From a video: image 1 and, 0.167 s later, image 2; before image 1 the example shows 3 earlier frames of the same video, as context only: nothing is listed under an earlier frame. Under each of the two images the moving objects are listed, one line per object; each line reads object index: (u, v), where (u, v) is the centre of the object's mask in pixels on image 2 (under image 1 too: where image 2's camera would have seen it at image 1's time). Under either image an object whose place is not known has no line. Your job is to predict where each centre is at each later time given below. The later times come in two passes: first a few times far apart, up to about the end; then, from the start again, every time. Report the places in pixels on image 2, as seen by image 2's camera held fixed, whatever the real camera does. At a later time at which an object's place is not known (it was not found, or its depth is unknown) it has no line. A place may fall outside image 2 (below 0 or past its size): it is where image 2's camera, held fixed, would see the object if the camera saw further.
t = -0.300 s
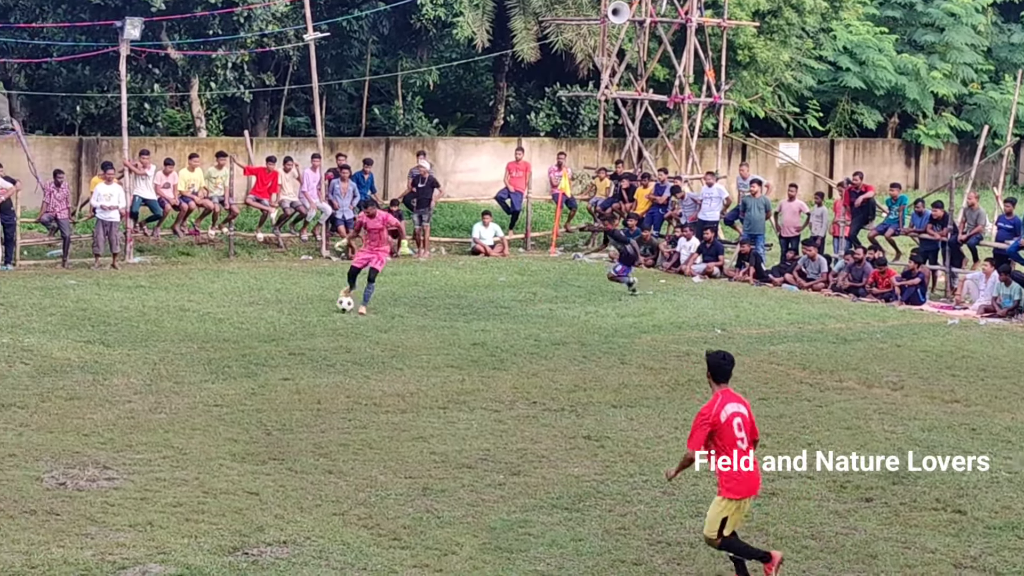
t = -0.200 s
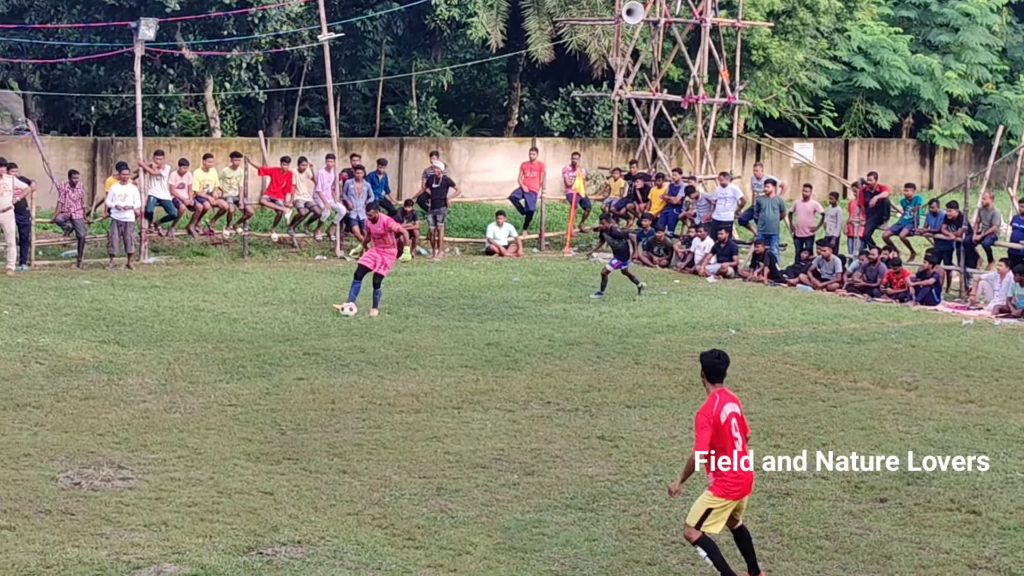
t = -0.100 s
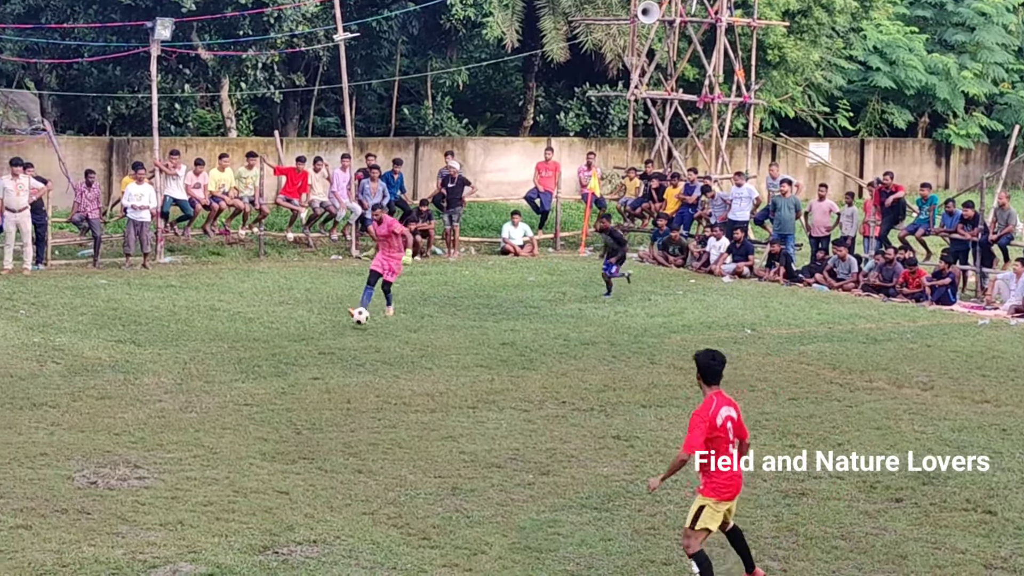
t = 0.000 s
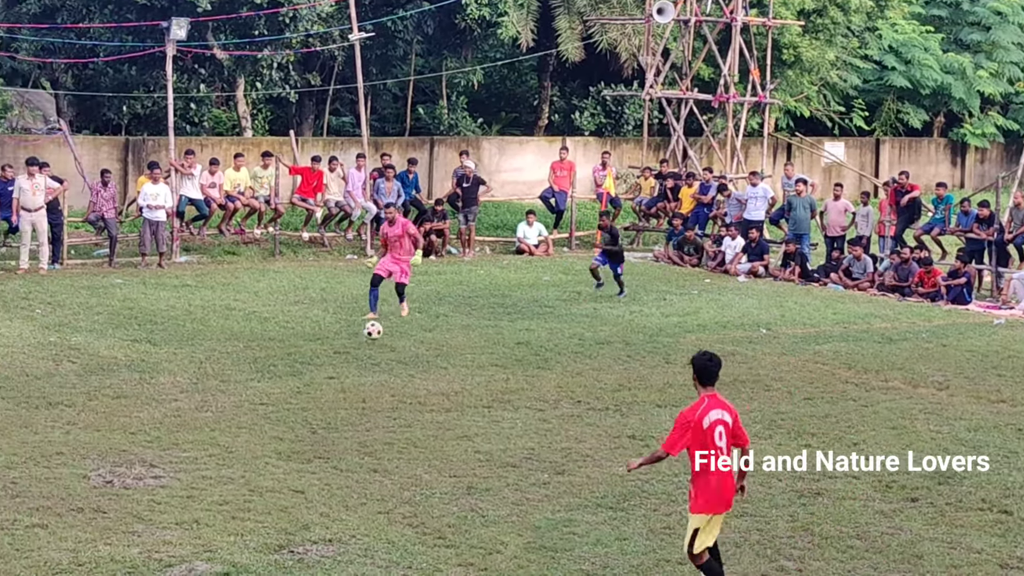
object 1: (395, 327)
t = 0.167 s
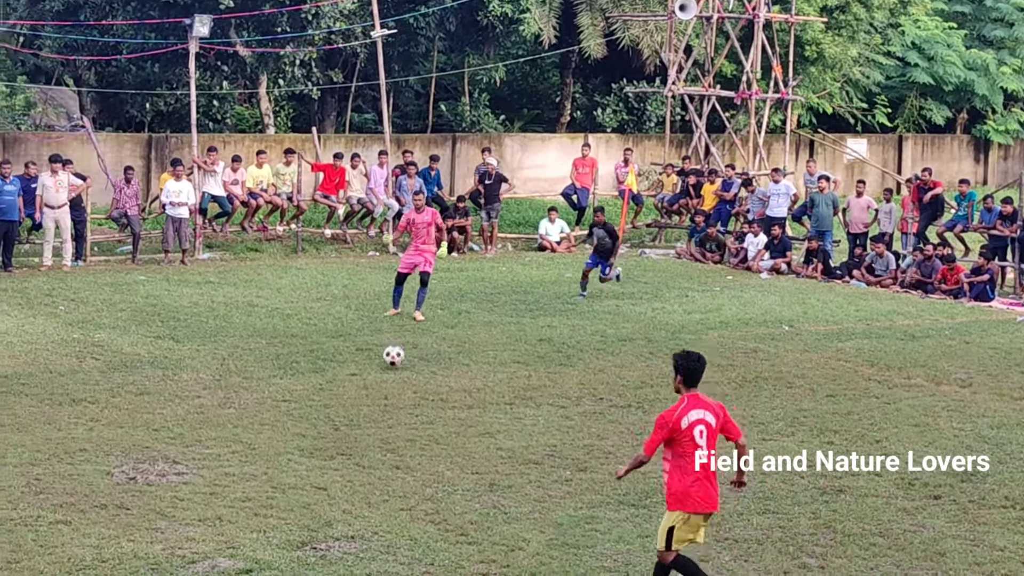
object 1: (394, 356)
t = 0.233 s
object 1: (394, 369)
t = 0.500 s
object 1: (396, 416)
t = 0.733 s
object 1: (400, 460)
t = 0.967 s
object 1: (405, 495)
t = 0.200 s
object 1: (393, 361)
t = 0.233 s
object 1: (394, 369)
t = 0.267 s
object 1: (393, 377)
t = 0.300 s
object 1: (393, 382)
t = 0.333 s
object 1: (394, 387)
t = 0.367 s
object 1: (395, 391)
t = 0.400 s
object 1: (395, 397)
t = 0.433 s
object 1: (395, 404)
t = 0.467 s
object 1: (396, 411)
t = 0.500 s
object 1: (396, 416)
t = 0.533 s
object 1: (397, 422)
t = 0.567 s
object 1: (398, 428)
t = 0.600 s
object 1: (398, 431)
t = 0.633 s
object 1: (398, 437)
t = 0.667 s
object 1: (399, 443)
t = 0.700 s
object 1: (399, 452)
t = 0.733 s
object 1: (400, 460)
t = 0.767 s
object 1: (401, 459)
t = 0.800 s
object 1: (402, 461)
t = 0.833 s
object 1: (402, 465)
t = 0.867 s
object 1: (403, 470)
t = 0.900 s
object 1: (404, 476)
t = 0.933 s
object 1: (404, 485)
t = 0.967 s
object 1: (405, 495)
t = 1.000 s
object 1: (406, 508)
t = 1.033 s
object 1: (407, 521)
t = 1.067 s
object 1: (408, 528)
